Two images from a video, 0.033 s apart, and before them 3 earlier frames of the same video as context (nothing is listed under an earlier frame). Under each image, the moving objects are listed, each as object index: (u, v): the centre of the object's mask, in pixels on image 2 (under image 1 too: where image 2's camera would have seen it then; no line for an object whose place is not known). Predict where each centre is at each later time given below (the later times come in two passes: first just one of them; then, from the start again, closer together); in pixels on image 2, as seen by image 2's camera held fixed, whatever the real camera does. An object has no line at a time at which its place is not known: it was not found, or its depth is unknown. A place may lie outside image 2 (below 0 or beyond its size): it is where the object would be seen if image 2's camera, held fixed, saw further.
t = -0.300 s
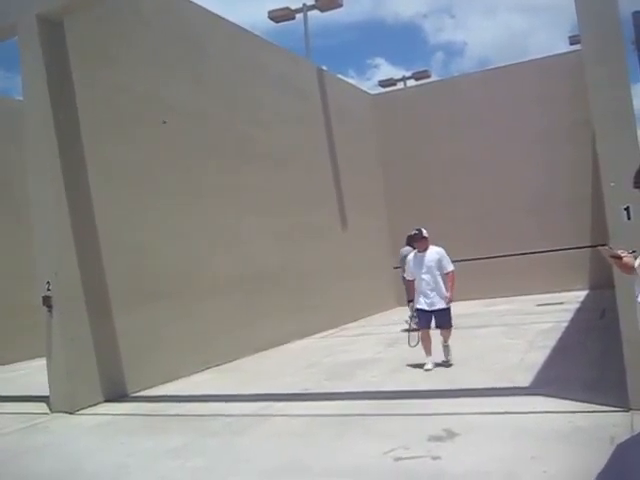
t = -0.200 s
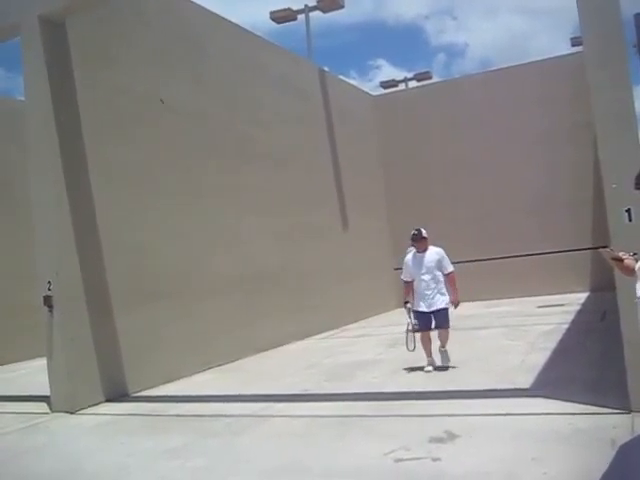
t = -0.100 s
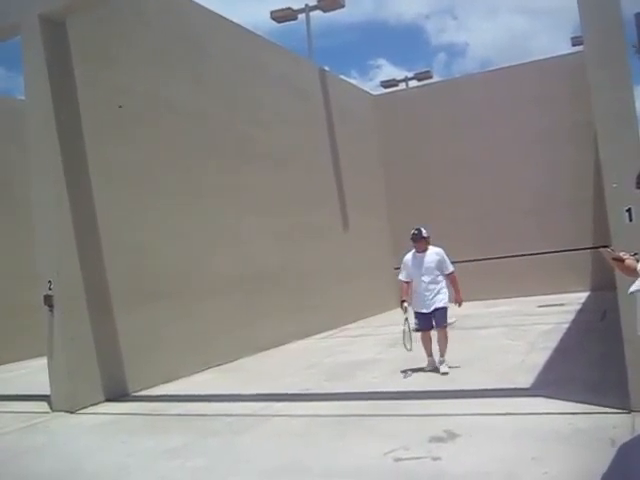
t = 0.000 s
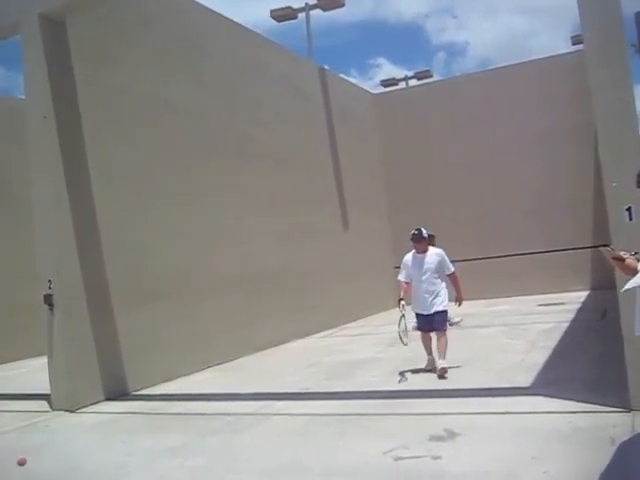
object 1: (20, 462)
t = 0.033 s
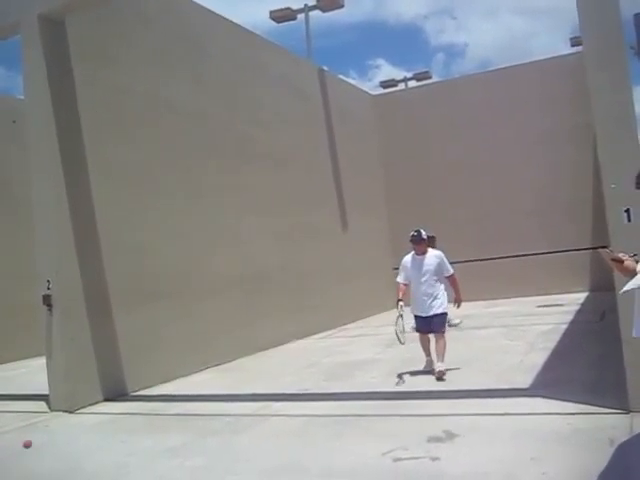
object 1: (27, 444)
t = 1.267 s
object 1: (251, 368)
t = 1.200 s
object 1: (241, 361)
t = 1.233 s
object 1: (246, 364)
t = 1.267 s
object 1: (251, 368)
